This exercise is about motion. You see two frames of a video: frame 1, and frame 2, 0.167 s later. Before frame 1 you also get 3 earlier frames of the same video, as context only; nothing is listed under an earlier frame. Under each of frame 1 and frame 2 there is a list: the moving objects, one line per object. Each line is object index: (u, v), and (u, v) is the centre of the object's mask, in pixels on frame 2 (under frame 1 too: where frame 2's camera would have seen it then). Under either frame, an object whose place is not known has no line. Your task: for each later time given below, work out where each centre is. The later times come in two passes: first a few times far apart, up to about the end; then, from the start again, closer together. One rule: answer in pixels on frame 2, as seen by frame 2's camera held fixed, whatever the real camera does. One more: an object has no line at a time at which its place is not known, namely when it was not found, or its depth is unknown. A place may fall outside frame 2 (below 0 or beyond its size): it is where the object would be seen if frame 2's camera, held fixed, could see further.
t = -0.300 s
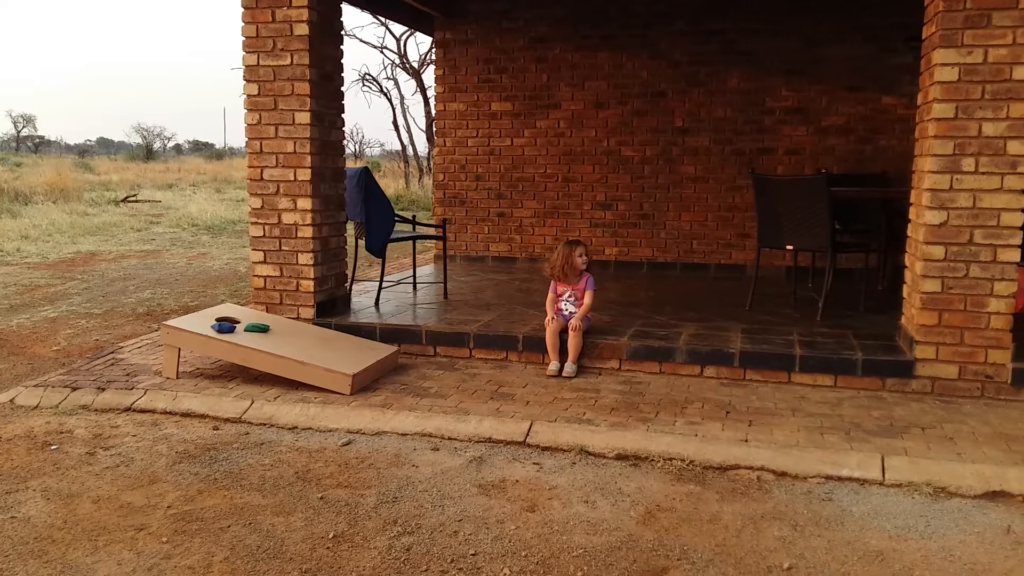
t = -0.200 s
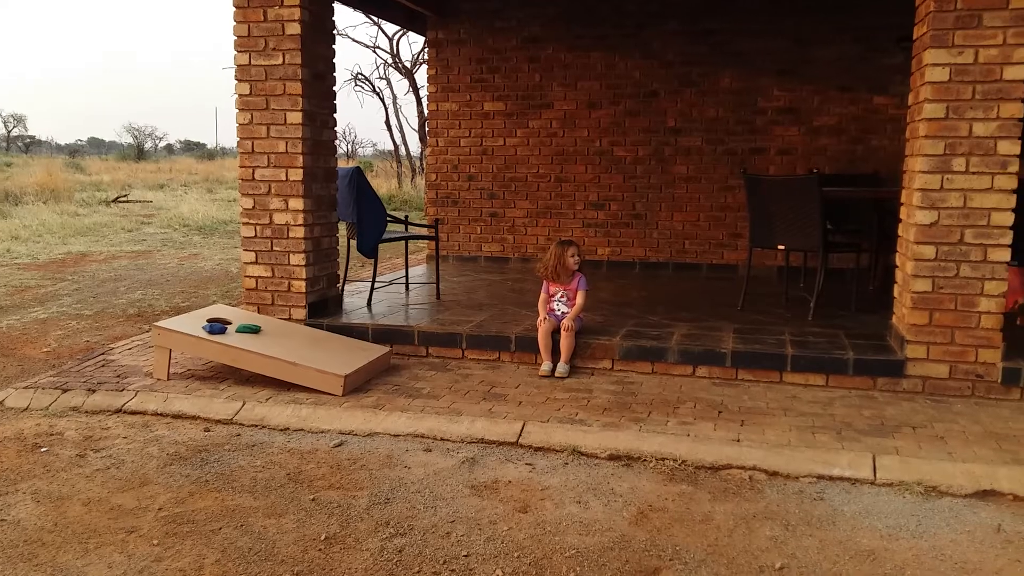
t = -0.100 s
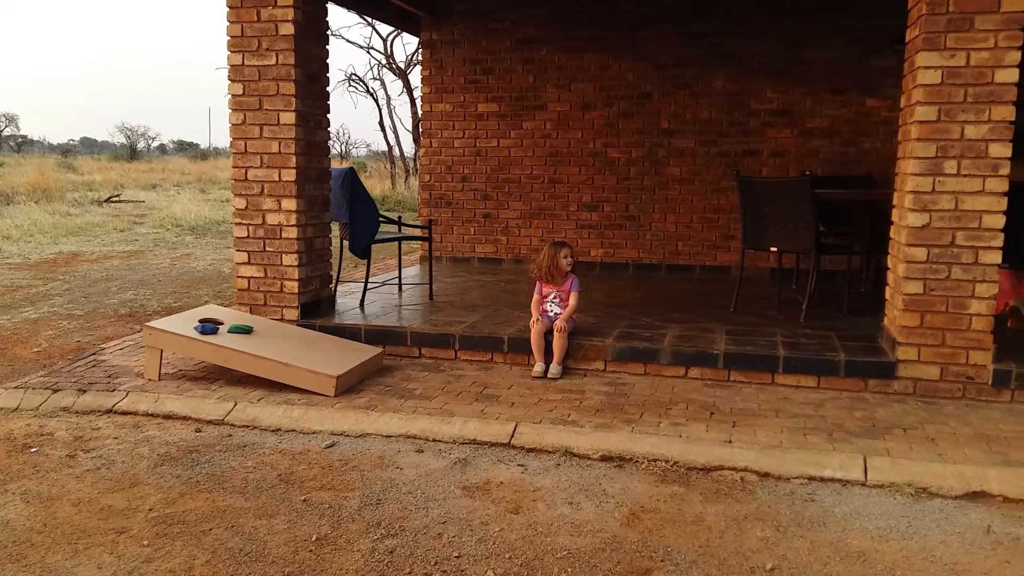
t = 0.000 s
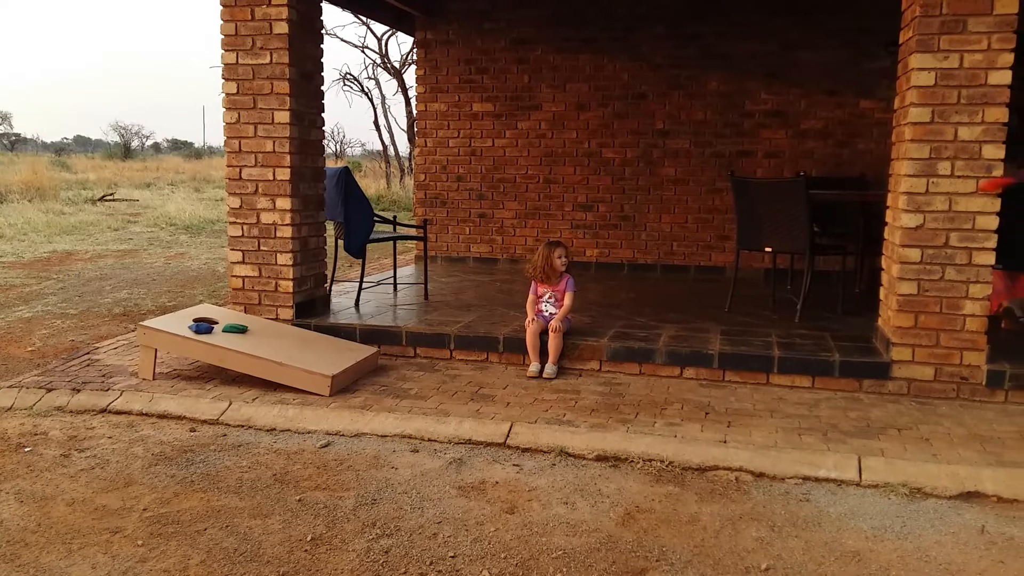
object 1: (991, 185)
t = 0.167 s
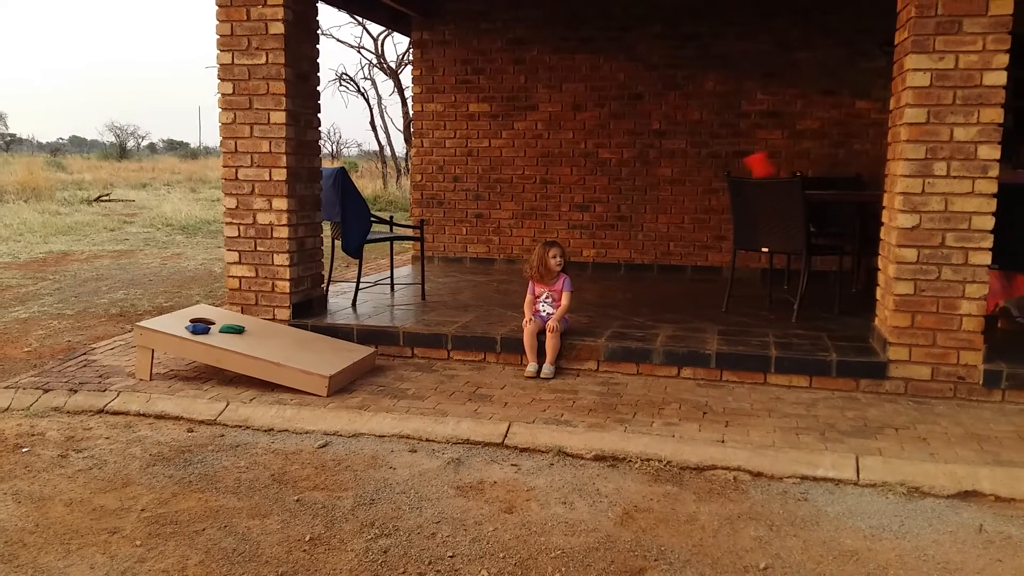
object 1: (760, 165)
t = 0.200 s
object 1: (716, 168)
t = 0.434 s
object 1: (441, 247)
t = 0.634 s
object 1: (266, 344)
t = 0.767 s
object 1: (221, 332)
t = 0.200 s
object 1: (716, 168)
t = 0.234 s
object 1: (674, 172)
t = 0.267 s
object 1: (633, 180)
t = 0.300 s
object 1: (593, 190)
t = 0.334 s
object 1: (553, 201)
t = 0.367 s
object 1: (516, 215)
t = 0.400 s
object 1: (478, 229)
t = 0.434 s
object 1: (441, 247)
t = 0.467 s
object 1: (406, 266)
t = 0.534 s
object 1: (337, 310)
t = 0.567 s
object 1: (306, 333)
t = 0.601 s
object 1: (281, 348)
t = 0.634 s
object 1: (266, 344)
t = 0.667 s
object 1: (253, 339)
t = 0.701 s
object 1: (241, 336)
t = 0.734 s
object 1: (230, 334)
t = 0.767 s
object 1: (221, 332)
